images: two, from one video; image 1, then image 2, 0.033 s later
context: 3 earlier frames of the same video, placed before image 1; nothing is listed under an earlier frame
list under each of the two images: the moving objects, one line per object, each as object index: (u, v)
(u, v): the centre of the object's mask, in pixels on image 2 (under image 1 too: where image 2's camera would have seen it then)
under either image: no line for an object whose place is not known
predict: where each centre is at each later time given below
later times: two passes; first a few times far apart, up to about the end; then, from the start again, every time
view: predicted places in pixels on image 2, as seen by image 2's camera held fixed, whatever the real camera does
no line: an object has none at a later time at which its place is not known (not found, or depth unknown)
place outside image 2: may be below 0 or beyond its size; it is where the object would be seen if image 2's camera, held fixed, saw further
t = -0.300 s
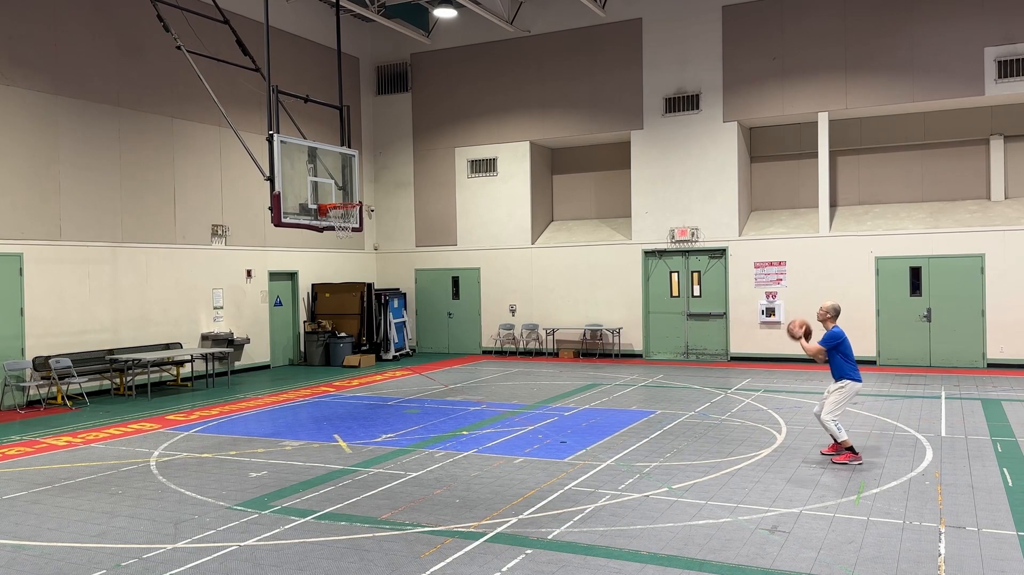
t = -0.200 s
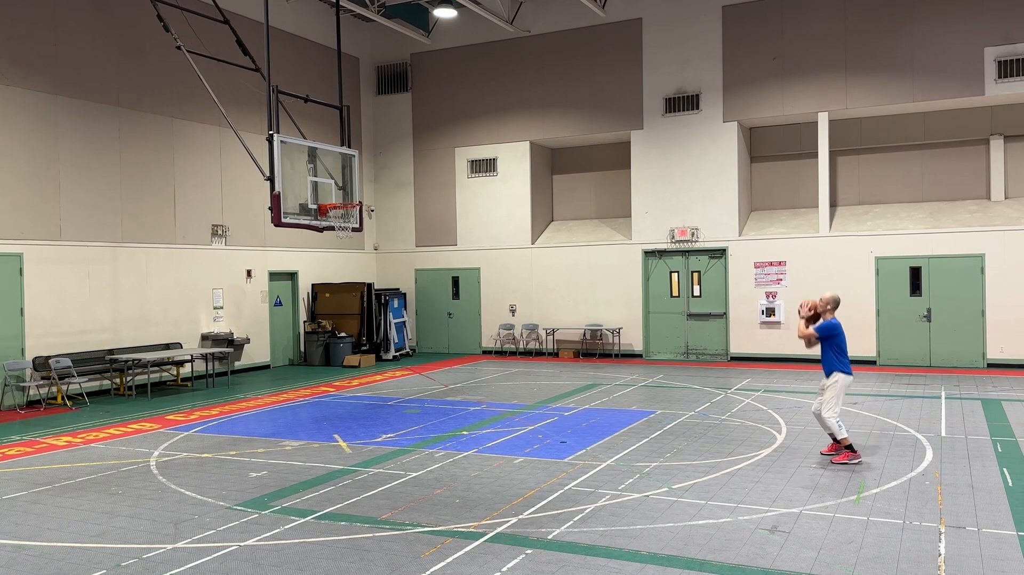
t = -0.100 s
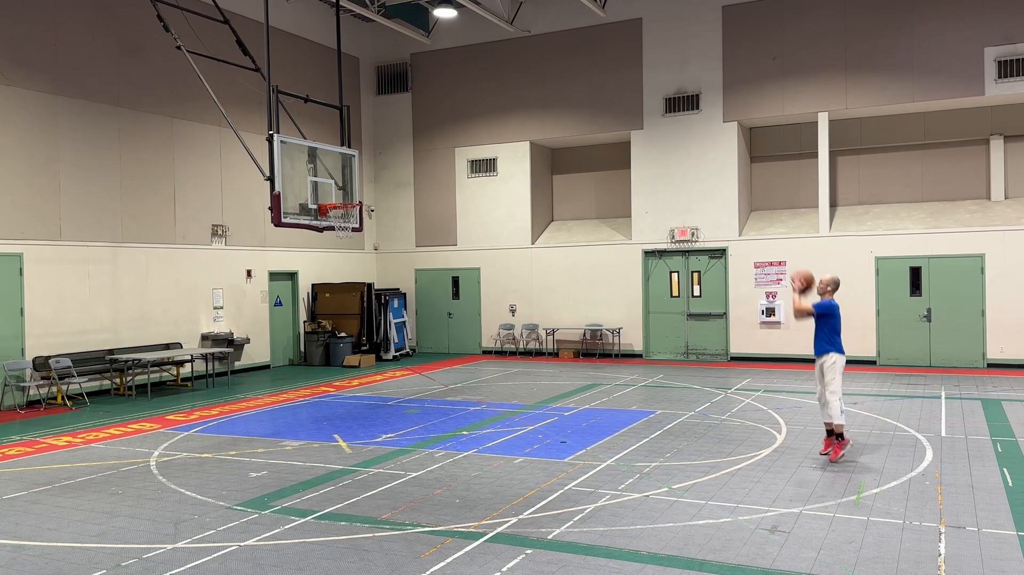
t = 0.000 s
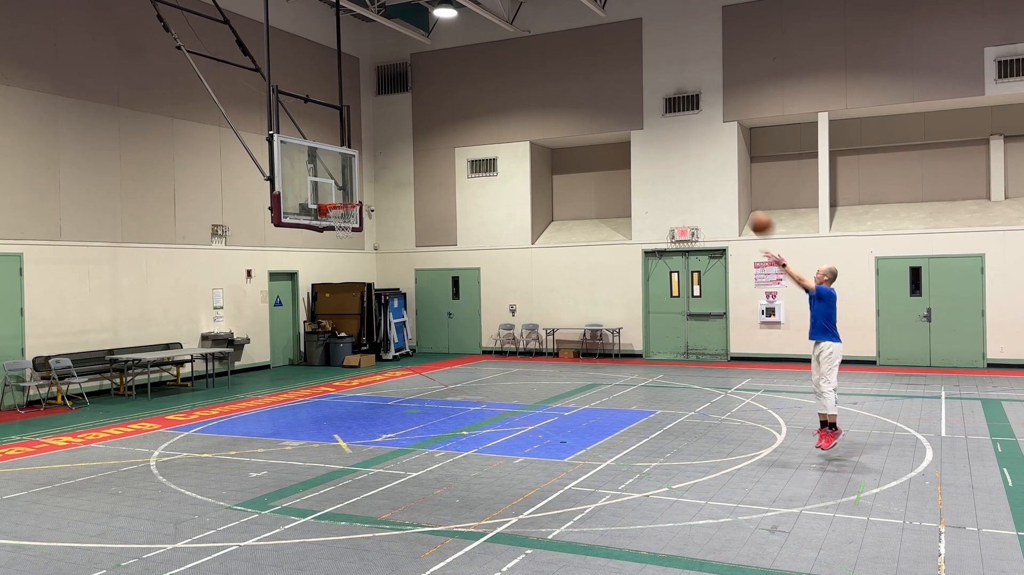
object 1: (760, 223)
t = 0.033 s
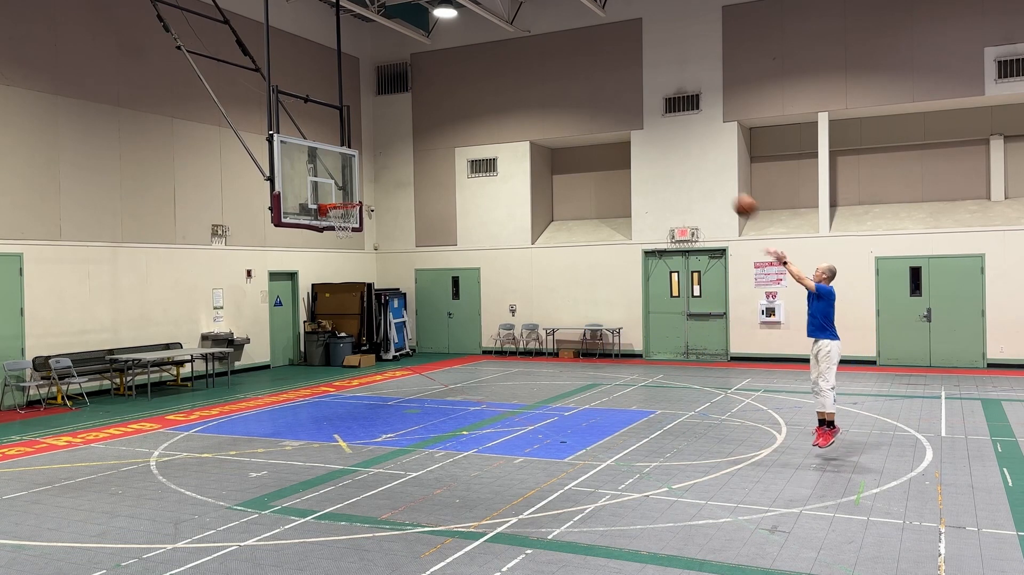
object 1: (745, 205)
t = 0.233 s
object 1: (654, 124)
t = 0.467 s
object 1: (563, 79)
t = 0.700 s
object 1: (484, 79)
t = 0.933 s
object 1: (417, 115)
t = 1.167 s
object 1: (358, 183)
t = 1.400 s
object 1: (379, 217)
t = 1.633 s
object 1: (436, 264)
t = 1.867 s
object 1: (490, 345)
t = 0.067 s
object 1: (728, 189)
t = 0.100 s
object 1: (712, 173)
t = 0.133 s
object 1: (697, 159)
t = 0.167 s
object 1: (682, 146)
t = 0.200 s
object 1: (668, 135)
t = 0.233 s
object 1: (654, 124)
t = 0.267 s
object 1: (640, 114)
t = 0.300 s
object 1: (626, 106)
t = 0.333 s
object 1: (613, 99)
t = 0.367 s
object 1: (600, 92)
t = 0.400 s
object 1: (587, 87)
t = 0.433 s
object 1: (575, 83)
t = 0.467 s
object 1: (563, 79)
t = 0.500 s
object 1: (551, 76)
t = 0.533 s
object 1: (540, 75)
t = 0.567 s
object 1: (528, 74)
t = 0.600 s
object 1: (517, 74)
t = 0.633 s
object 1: (506, 75)
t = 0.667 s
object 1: (495, 76)
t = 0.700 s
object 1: (484, 79)
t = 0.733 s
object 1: (474, 82)
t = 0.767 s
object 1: (464, 85)
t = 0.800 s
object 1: (454, 90)
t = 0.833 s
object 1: (444, 96)
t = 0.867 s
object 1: (435, 101)
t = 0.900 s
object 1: (426, 108)
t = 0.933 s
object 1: (417, 115)
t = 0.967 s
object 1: (408, 124)
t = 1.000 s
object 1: (398, 132)
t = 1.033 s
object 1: (390, 141)
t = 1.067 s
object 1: (382, 150)
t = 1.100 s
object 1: (374, 161)
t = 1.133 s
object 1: (366, 171)
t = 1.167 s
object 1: (358, 183)
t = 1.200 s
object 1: (349, 195)
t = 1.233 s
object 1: (343, 200)
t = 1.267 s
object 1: (345, 201)
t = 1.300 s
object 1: (353, 202)
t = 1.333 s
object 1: (364, 210)
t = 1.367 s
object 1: (370, 213)
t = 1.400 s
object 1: (379, 217)
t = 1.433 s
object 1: (386, 222)
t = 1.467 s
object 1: (395, 227)
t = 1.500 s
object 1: (403, 233)
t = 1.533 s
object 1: (410, 240)
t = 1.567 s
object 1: (419, 247)
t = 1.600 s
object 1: (427, 256)
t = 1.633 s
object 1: (436, 264)
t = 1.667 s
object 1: (443, 274)
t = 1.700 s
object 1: (451, 284)
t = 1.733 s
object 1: (459, 295)
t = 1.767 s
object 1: (467, 306)
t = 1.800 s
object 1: (475, 318)
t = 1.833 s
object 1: (482, 331)
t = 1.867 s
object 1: (490, 345)
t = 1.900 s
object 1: (498, 359)
